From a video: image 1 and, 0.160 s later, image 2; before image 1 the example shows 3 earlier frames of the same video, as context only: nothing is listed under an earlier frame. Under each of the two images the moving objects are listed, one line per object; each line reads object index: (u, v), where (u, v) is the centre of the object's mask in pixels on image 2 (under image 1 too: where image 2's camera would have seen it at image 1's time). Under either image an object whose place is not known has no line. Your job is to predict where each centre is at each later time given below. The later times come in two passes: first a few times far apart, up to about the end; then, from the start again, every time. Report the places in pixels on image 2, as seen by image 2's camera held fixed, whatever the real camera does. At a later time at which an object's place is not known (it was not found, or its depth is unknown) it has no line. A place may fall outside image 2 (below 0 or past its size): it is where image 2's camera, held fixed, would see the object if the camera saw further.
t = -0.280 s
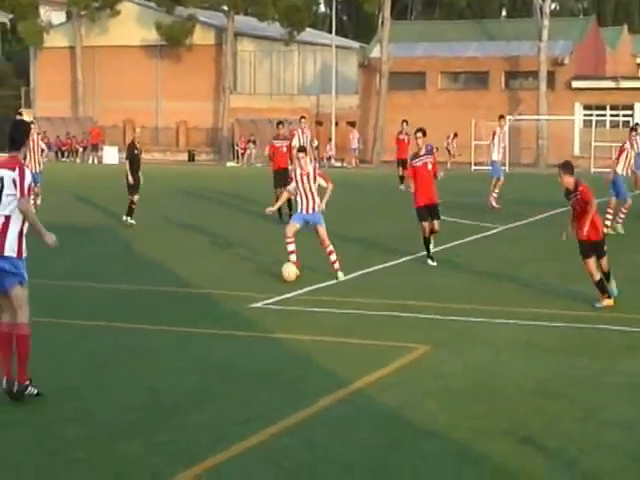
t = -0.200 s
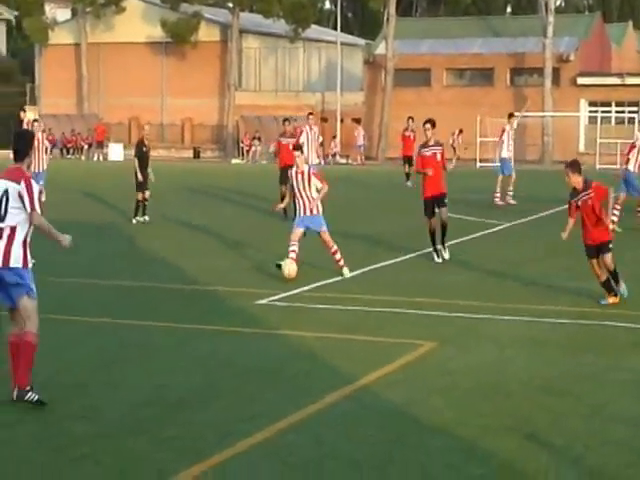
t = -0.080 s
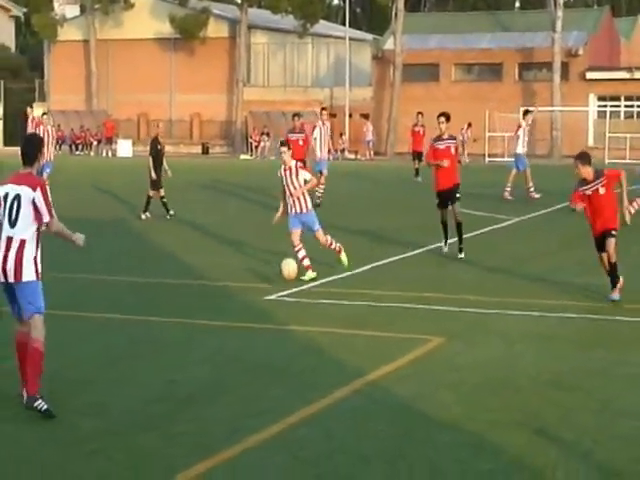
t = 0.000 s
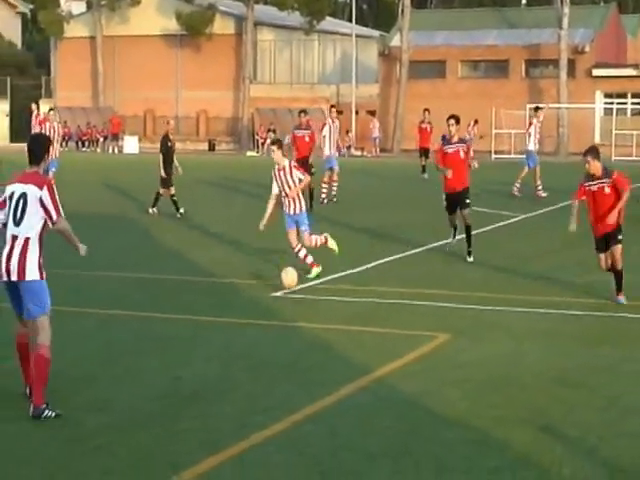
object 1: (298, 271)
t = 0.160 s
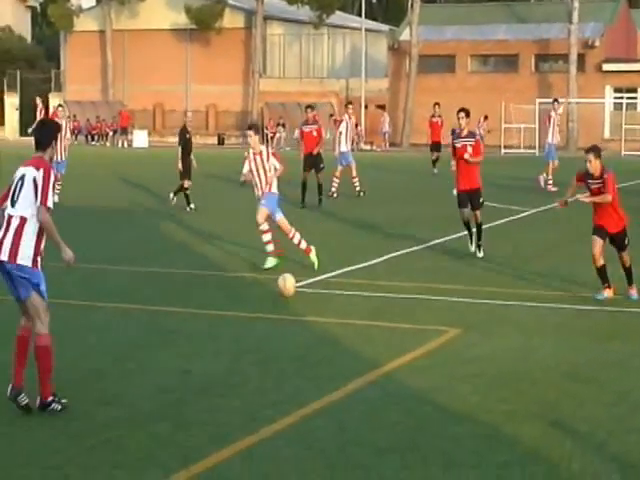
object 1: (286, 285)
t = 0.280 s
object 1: (277, 301)
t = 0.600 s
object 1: (248, 335)
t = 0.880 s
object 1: (216, 378)
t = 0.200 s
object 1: (284, 289)
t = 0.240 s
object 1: (280, 296)
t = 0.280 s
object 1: (277, 301)
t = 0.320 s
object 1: (274, 300)
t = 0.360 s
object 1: (270, 305)
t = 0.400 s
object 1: (267, 309)
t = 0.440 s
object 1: (264, 317)
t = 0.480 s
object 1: (260, 322)
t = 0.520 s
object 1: (256, 323)
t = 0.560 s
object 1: (252, 328)
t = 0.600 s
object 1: (248, 335)
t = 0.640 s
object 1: (244, 342)
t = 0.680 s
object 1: (240, 346)
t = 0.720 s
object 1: (236, 352)
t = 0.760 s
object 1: (231, 360)
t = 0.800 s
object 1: (226, 365)
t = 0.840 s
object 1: (221, 372)
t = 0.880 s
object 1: (216, 378)
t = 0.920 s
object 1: (211, 384)
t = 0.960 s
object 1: (206, 392)
